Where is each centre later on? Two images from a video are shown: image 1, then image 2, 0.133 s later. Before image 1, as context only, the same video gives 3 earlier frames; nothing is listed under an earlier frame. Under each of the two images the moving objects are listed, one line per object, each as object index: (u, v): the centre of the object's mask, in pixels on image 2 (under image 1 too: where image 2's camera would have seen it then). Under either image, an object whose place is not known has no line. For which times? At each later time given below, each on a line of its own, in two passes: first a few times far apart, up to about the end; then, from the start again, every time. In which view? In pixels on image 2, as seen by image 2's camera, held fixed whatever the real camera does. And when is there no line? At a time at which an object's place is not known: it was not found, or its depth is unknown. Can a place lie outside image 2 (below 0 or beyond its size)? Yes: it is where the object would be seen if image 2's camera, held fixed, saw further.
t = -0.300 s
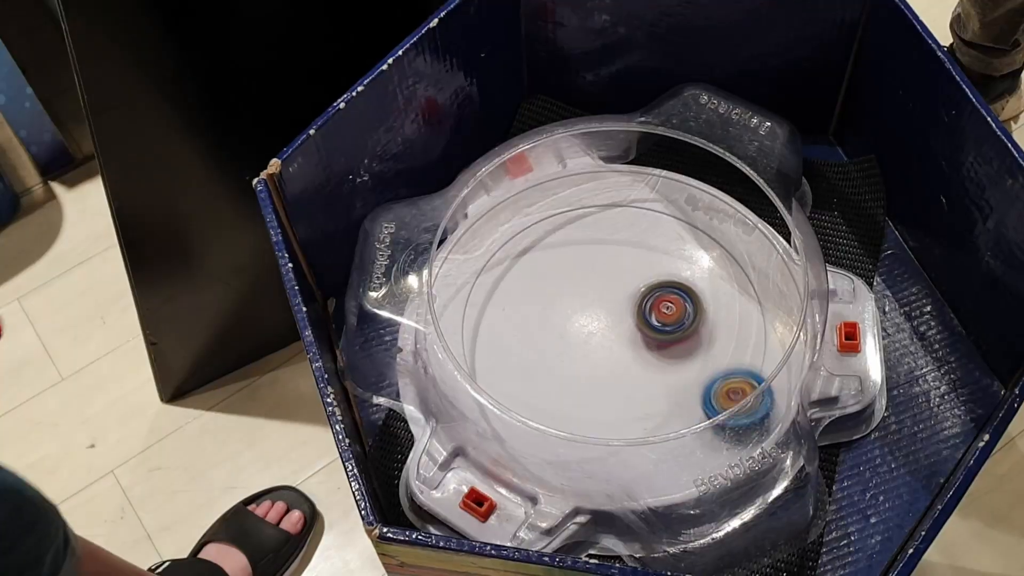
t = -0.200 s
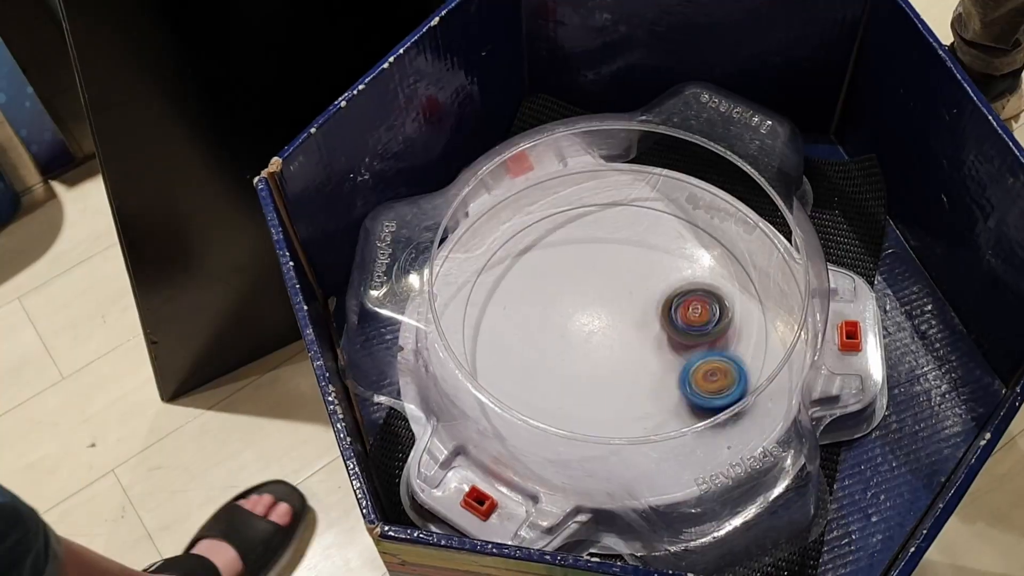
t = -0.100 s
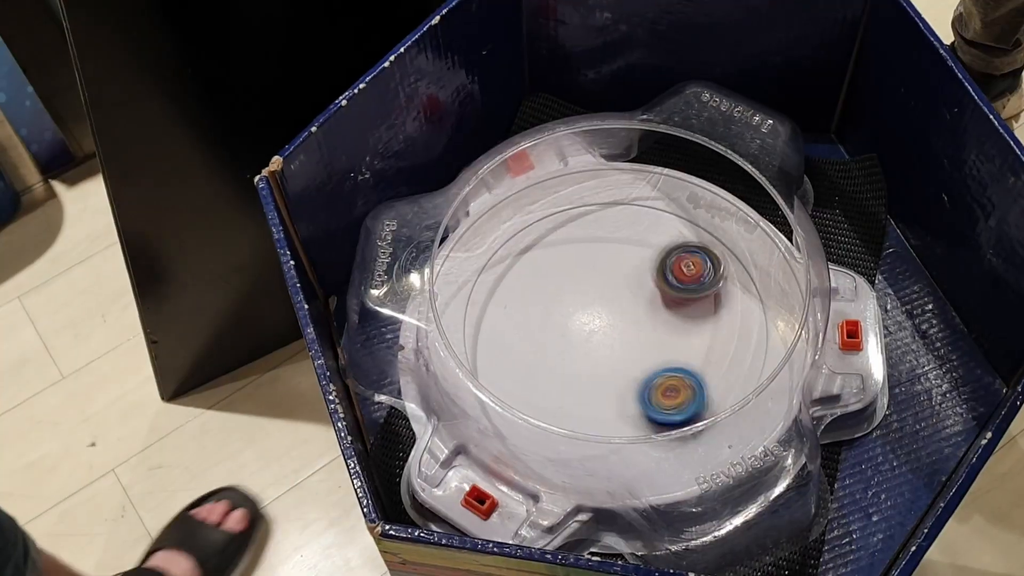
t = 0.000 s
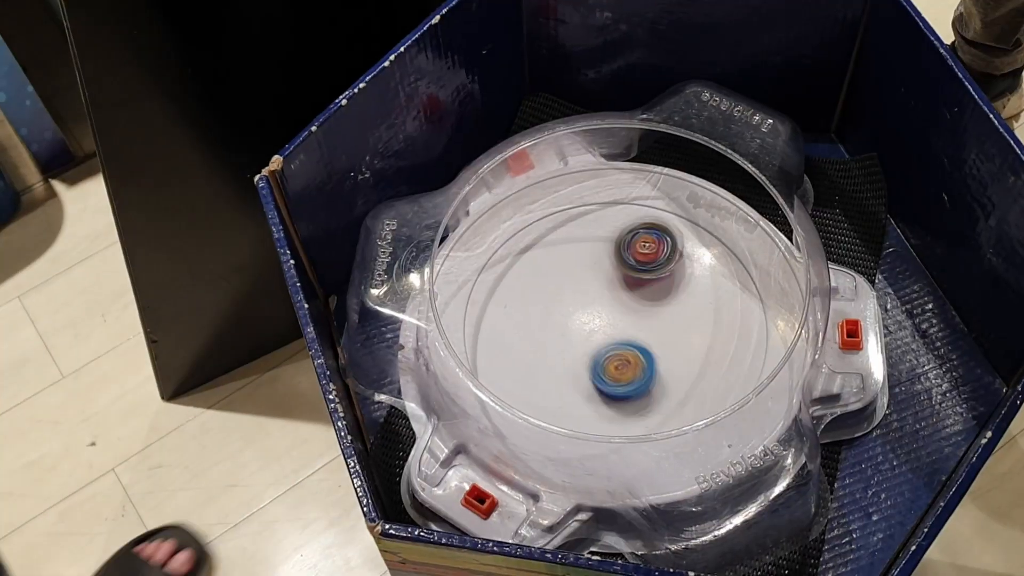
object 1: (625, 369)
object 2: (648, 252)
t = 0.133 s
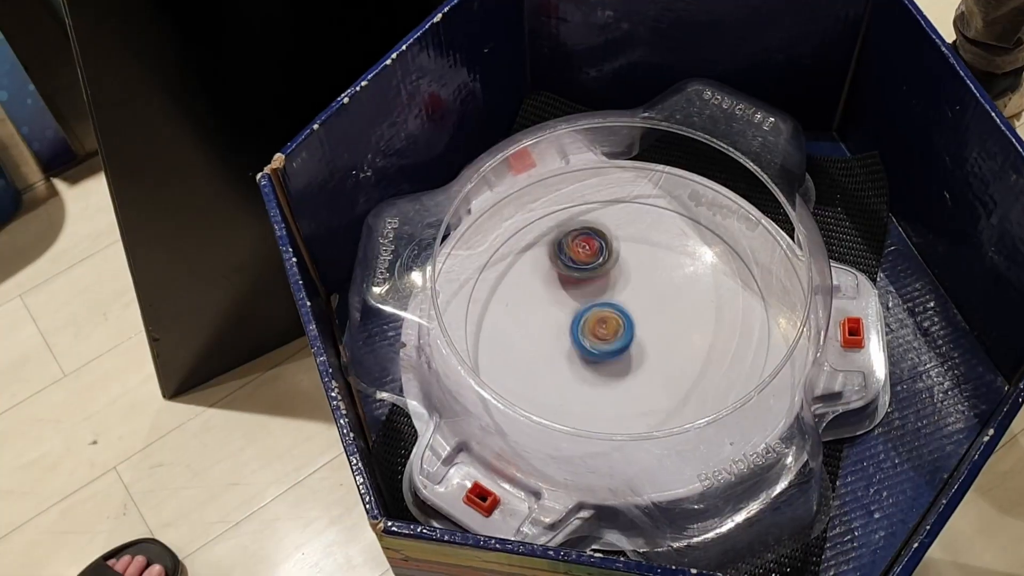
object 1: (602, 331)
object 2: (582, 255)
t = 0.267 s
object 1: (599, 357)
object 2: (526, 235)
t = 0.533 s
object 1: (609, 352)
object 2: (526, 326)
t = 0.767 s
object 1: (736, 375)
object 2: (596, 325)
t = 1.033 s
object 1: (689, 342)
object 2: (620, 245)
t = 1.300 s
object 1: (655, 256)
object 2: (574, 282)
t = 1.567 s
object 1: (645, 206)
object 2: (663, 341)
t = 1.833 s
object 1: (586, 279)
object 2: (702, 291)
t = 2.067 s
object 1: (517, 314)
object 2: (613, 308)
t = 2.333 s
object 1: (522, 316)
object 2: (588, 389)
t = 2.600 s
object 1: (596, 320)
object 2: (669, 383)
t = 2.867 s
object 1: (630, 237)
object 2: (637, 314)
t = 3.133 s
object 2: (547, 304)
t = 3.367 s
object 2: (536, 351)
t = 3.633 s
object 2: (507, 359)
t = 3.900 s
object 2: (495, 331)
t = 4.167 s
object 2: (559, 293)
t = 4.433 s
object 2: (593, 247)
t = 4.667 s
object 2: (614, 246)
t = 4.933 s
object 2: (651, 291)
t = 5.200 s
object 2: (683, 333)
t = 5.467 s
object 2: (667, 352)
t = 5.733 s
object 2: (660, 385)
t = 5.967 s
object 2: (627, 368)
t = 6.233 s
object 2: (569, 354)
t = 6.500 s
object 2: (540, 340)
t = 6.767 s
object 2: (546, 313)
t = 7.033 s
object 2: (591, 291)
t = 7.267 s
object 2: (628, 267)
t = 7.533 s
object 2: (659, 270)
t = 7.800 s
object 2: (660, 300)
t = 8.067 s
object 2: (650, 340)
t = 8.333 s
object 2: (662, 348)
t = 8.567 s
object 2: (651, 342)
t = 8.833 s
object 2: (628, 355)
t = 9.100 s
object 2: (621, 357)
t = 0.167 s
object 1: (602, 342)
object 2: (565, 241)
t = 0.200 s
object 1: (602, 350)
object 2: (550, 234)
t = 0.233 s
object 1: (601, 354)
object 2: (537, 232)
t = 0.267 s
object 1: (599, 357)
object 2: (526, 235)
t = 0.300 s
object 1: (597, 359)
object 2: (515, 240)
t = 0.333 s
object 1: (595, 359)
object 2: (505, 248)
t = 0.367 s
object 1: (593, 359)
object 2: (499, 260)
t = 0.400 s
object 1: (592, 358)
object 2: (498, 274)
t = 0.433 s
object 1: (591, 356)
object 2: (500, 289)
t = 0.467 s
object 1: (591, 353)
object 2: (508, 304)
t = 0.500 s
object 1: (592, 351)
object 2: (521, 319)
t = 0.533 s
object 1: (609, 352)
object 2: (526, 326)
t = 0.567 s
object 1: (636, 356)
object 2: (527, 329)
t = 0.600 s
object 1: (662, 361)
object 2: (534, 333)
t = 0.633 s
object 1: (684, 364)
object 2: (545, 337)
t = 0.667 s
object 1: (702, 368)
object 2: (558, 338)
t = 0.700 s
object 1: (716, 371)
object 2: (572, 336)
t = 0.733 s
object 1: (727, 374)
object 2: (584, 331)
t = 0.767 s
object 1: (736, 375)
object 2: (596, 325)
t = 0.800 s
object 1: (738, 374)
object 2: (607, 316)
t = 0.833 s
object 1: (737, 374)
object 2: (616, 306)
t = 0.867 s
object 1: (732, 372)
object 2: (621, 296)
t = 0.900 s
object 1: (723, 368)
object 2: (626, 285)
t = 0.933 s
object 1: (715, 363)
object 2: (628, 274)
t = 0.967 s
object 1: (706, 357)
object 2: (628, 263)
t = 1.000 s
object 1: (697, 350)
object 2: (625, 254)
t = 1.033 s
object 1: (689, 342)
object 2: (620, 245)
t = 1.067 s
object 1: (681, 332)
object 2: (613, 238)
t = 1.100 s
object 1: (675, 322)
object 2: (604, 234)
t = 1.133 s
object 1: (669, 312)
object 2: (594, 235)
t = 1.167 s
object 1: (666, 301)
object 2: (585, 238)
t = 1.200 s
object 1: (663, 290)
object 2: (578, 245)
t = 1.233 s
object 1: (660, 279)
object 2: (574, 256)
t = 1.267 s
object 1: (657, 267)
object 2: (572, 268)
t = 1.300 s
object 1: (655, 256)
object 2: (574, 282)
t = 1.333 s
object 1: (652, 246)
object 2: (580, 293)
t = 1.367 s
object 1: (650, 236)
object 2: (589, 305)
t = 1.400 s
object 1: (648, 226)
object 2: (599, 314)
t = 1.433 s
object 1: (646, 217)
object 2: (610, 322)
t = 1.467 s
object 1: (646, 209)
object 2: (623, 330)
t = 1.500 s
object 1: (645, 203)
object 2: (637, 337)
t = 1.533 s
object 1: (646, 202)
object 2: (650, 339)
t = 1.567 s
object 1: (645, 206)
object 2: (663, 341)
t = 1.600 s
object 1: (642, 211)
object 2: (677, 340)
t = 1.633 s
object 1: (639, 219)
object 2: (690, 337)
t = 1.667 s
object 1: (634, 228)
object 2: (700, 332)
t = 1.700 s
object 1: (627, 239)
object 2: (708, 324)
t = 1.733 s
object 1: (618, 250)
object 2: (713, 315)
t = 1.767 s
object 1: (608, 261)
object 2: (714, 307)
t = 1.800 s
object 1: (597, 270)
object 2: (711, 298)
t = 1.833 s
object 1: (586, 279)
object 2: (702, 291)
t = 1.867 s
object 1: (576, 286)
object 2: (690, 285)
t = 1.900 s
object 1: (565, 292)
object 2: (677, 283)
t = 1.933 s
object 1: (555, 297)
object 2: (664, 284)
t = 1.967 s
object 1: (545, 302)
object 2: (650, 287)
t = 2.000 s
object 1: (536, 307)
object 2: (637, 292)
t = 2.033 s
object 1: (526, 311)
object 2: (625, 299)
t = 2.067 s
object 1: (517, 314)
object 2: (613, 308)
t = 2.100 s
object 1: (508, 316)
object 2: (604, 316)
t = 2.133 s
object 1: (501, 316)
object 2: (597, 326)
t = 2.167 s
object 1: (497, 316)
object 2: (590, 337)
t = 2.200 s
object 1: (497, 315)
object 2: (585, 347)
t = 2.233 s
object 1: (499, 314)
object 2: (581, 359)
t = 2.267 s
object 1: (504, 314)
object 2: (581, 369)
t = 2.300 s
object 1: (512, 315)
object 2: (583, 379)
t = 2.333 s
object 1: (522, 316)
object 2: (588, 389)
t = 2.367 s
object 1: (534, 319)
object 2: (595, 396)
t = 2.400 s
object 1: (548, 324)
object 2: (606, 401)
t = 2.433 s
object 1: (561, 329)
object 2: (618, 404)
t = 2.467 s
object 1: (574, 334)
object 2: (629, 402)
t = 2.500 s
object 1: (587, 339)
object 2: (638, 398)
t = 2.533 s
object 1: (596, 343)
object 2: (648, 390)
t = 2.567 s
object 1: (597, 334)
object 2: (660, 387)
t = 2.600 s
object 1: (596, 320)
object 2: (669, 383)
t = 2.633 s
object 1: (596, 306)
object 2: (676, 376)
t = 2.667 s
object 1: (598, 293)
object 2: (678, 367)
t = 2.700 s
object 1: (600, 283)
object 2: (677, 356)
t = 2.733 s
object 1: (604, 272)
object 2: (673, 346)
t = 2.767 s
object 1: (609, 262)
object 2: (666, 336)
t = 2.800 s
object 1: (615, 252)
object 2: (658, 327)
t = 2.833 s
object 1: (622, 244)
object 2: (648, 320)
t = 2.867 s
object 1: (630, 237)
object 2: (637, 314)
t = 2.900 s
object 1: (640, 232)
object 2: (626, 309)
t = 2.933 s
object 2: (614, 304)
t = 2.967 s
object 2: (603, 302)
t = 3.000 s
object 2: (591, 299)
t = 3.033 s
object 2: (579, 298)
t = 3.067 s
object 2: (568, 298)
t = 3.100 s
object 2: (557, 300)
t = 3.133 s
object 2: (547, 304)
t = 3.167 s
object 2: (540, 309)
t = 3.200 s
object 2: (534, 315)
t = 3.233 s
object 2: (530, 323)
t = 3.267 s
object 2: (532, 331)
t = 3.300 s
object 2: (535, 338)
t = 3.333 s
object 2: (540, 345)
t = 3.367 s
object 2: (536, 351)
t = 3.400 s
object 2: (533, 356)
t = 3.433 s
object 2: (535, 361)
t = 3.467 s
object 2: (541, 367)
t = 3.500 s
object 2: (545, 368)
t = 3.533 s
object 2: (534, 366)
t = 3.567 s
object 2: (523, 363)
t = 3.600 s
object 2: (513, 363)
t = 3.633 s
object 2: (507, 359)
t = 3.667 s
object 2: (502, 358)
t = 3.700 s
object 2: (497, 355)
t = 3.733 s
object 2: (493, 351)
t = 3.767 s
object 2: (490, 347)
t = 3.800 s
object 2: (489, 344)
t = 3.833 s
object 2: (488, 340)
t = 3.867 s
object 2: (490, 336)
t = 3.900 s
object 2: (495, 331)
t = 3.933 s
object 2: (500, 327)
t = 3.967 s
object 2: (508, 322)
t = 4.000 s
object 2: (516, 317)
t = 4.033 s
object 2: (524, 312)
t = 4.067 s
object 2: (532, 307)
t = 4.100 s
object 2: (540, 303)
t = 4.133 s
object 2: (550, 297)
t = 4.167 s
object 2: (559, 293)
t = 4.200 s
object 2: (569, 288)
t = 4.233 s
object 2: (579, 282)
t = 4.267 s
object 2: (589, 278)
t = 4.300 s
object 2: (591, 270)
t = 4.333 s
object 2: (586, 262)
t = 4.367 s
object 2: (586, 257)
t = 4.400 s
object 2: (589, 252)
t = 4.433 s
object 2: (593, 247)
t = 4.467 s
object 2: (597, 244)
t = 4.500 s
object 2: (599, 241)
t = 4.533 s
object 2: (603, 238)
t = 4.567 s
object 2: (606, 238)
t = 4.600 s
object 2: (608, 239)
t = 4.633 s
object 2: (612, 242)
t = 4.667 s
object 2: (614, 246)
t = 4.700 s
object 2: (617, 250)
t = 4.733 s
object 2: (621, 257)
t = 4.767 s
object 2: (625, 262)
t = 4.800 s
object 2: (630, 269)
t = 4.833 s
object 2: (635, 275)
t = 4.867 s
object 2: (640, 280)
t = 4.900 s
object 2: (646, 287)
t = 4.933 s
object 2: (651, 291)
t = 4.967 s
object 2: (657, 299)
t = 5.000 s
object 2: (662, 302)
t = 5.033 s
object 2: (666, 309)
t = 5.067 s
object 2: (671, 313)
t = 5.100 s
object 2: (675, 319)
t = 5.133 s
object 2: (678, 323)
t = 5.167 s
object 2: (681, 328)
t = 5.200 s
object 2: (683, 333)
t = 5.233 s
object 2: (684, 337)
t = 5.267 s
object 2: (686, 341)
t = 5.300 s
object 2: (686, 344)
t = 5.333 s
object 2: (684, 346)
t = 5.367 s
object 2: (682, 348)
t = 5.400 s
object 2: (678, 349)
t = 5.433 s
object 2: (675, 350)
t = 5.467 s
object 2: (667, 352)
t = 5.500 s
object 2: (660, 353)
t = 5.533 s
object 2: (661, 360)
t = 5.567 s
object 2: (662, 368)
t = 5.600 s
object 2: (661, 372)
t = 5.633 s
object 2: (662, 379)
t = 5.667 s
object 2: (663, 382)
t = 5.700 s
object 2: (661, 383)
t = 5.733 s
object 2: (660, 385)
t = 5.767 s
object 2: (658, 386)
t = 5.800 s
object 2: (656, 385)
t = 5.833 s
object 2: (653, 383)
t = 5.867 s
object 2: (647, 381)
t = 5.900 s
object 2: (640, 376)
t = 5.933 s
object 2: (634, 373)
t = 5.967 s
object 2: (627, 368)
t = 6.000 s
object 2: (622, 365)
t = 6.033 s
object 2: (615, 361)
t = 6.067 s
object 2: (607, 356)
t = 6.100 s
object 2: (601, 353)
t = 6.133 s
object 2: (590, 355)
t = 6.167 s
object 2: (583, 355)
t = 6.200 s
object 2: (576, 355)
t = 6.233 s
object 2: (569, 354)
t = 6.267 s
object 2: (561, 352)
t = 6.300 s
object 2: (555, 352)
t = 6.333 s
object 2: (550, 350)
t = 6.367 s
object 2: (546, 348)
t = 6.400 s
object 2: (542, 345)
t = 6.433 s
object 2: (541, 345)
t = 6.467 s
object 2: (539, 342)
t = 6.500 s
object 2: (540, 340)
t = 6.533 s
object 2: (541, 337)
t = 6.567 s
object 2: (543, 332)
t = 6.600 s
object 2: (542, 328)
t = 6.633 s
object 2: (540, 326)
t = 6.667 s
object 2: (540, 322)
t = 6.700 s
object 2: (542, 320)
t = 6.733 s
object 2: (542, 318)
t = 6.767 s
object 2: (546, 313)
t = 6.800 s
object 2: (551, 310)
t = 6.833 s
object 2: (555, 306)
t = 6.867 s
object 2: (560, 304)
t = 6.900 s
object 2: (566, 301)
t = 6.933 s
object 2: (572, 299)
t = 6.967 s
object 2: (577, 295)
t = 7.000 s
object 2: (584, 294)
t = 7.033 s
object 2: (591, 291)
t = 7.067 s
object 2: (597, 289)
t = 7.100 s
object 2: (603, 283)
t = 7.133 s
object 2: (609, 279)
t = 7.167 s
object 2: (613, 277)
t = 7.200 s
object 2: (618, 273)
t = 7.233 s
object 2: (624, 270)
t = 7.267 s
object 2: (628, 267)
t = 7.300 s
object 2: (633, 265)
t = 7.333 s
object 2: (638, 264)
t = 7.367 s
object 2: (642, 264)
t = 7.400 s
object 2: (647, 266)
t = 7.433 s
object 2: (649, 266)
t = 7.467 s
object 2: (652, 267)
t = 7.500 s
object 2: (655, 271)
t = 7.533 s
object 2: (659, 270)
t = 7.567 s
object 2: (662, 272)
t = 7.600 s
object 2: (663, 274)
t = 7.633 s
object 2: (664, 279)
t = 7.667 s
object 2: (664, 281)
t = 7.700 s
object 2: (665, 285)
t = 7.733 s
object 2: (663, 289)
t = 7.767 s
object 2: (661, 295)
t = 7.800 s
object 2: (660, 300)
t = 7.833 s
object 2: (657, 305)
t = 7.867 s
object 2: (654, 310)
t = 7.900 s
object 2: (649, 317)
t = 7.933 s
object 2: (645, 322)
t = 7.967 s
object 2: (644, 326)
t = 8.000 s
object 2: (645, 332)
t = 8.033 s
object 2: (648, 338)
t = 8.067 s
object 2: (650, 340)
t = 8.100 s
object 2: (653, 340)
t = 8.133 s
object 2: (656, 343)
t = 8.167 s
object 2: (657, 346)
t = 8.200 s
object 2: (659, 346)
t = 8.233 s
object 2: (659, 347)
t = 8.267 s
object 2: (658, 349)
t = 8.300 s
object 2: (658, 347)
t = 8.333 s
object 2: (662, 348)
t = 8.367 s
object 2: (664, 348)
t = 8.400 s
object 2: (663, 346)
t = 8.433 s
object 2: (660, 344)
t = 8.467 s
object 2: (658, 342)
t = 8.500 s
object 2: (657, 343)
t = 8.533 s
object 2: (654, 343)
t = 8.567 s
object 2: (651, 342)
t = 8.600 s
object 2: (650, 342)
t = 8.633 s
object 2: (647, 342)
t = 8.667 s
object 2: (640, 343)
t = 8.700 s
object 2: (635, 343)
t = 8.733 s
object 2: (633, 346)
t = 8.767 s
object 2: (632, 351)
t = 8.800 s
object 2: (630, 353)
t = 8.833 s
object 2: (628, 355)
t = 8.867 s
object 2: (629, 358)
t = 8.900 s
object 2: (628, 359)
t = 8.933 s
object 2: (625, 361)
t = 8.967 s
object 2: (625, 360)
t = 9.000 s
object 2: (625, 360)
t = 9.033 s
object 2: (622, 357)
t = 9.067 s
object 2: (622, 356)
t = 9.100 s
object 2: (621, 357)
